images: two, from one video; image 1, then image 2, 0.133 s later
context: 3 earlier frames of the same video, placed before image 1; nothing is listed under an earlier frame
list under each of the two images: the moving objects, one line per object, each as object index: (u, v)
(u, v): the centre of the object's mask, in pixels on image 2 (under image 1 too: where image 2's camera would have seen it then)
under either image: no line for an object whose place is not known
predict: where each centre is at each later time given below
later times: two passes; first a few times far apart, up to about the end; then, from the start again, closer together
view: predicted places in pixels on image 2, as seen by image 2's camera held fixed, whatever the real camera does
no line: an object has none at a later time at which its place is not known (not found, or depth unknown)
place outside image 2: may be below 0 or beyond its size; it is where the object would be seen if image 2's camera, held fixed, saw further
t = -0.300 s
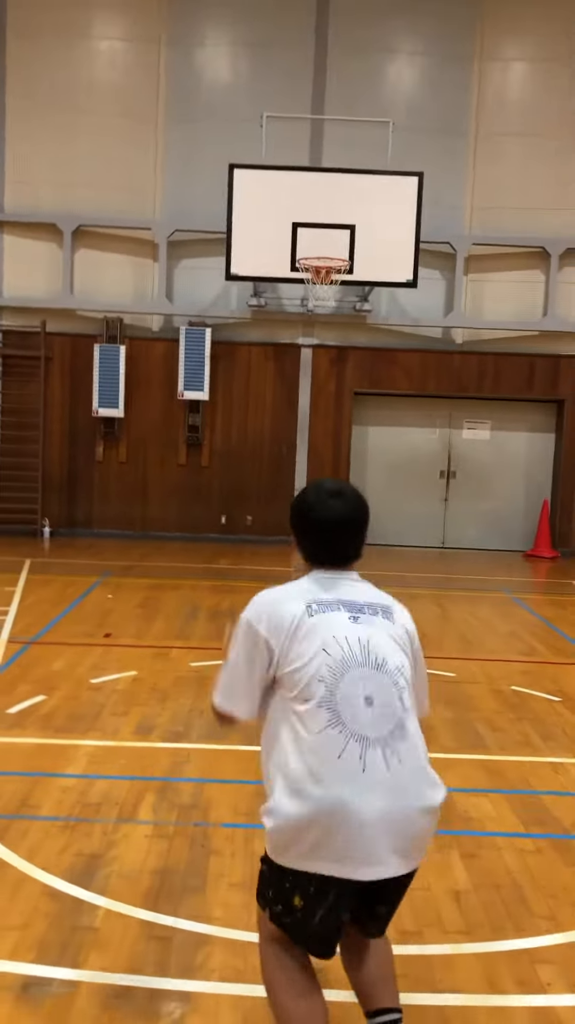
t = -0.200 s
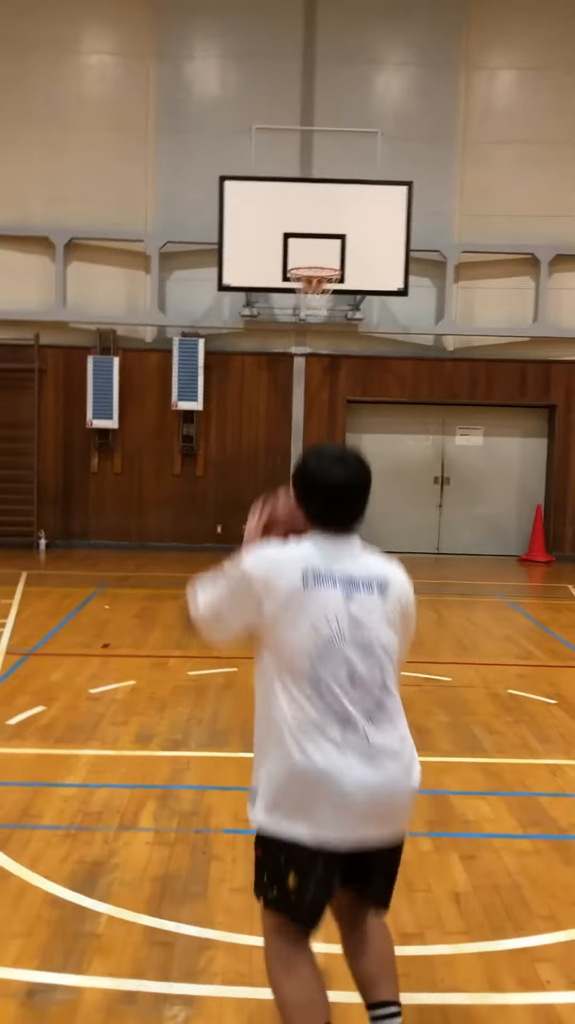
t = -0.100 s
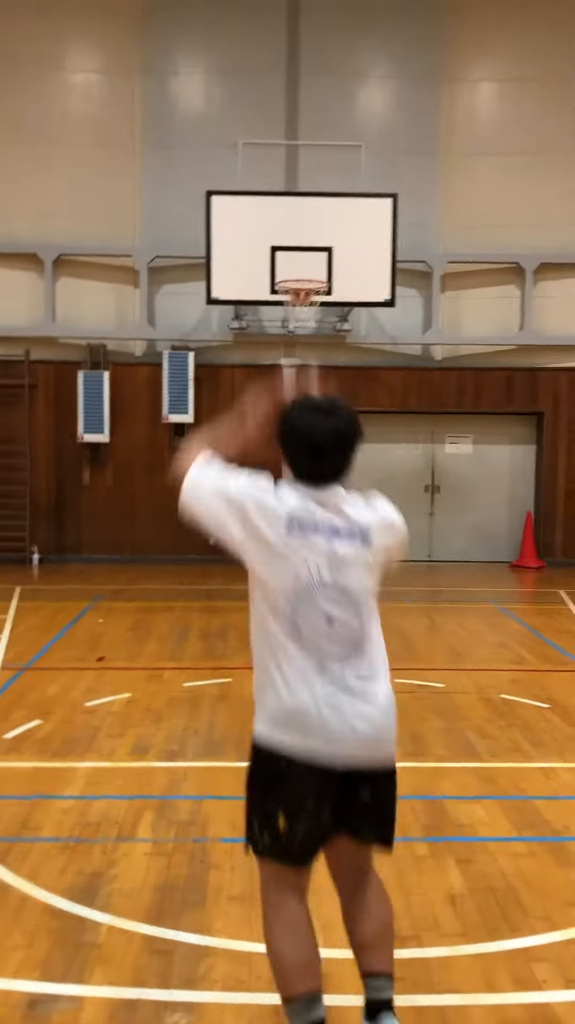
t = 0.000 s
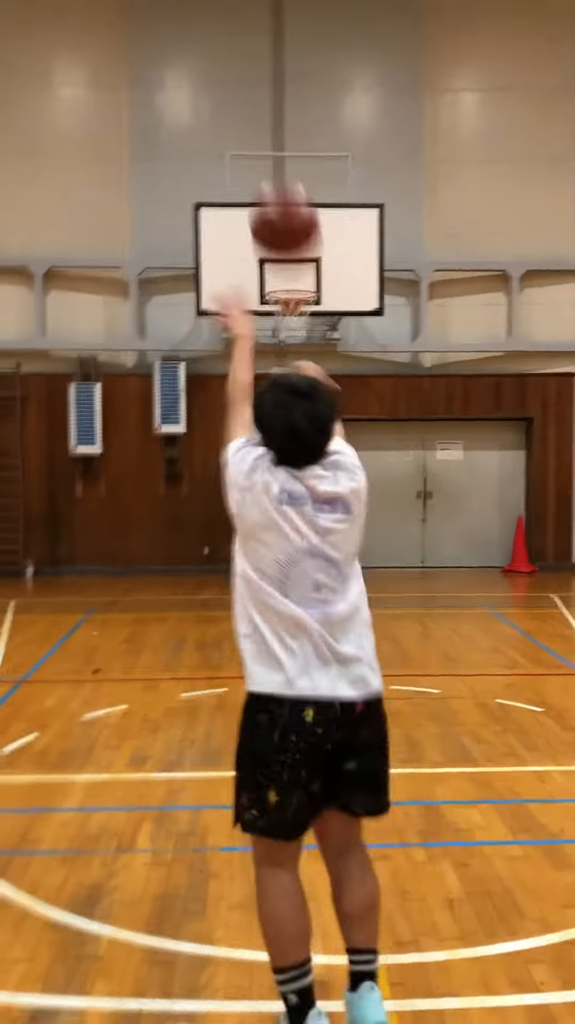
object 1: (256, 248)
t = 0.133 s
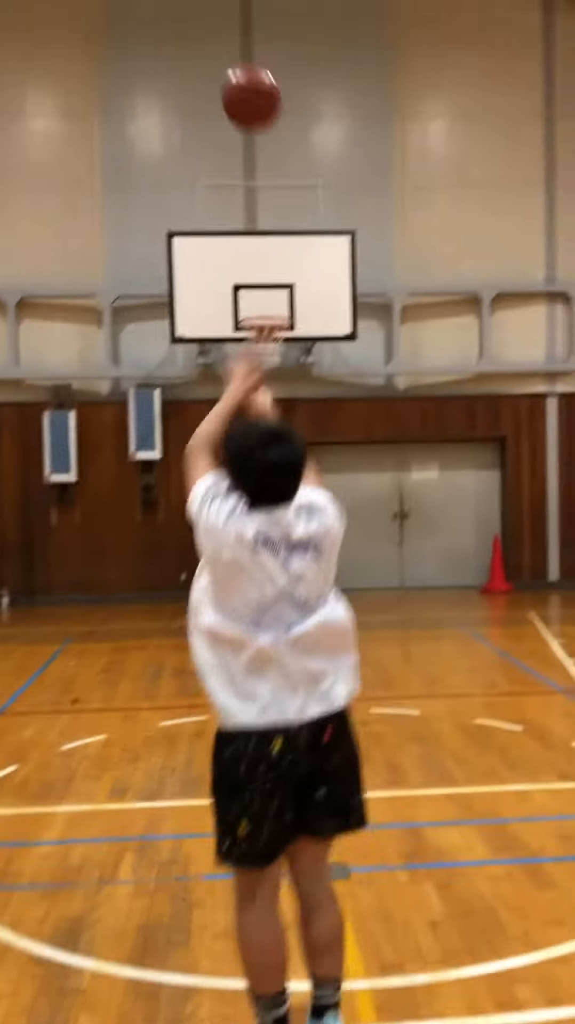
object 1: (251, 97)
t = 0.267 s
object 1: (246, 20)
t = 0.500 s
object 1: (245, -1)
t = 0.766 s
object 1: (248, 75)
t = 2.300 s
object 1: (376, 443)
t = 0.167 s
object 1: (250, 73)
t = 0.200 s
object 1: (248, 52)
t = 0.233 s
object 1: (248, 30)
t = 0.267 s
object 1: (246, 20)
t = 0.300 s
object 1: (246, 10)
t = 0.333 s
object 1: (245, 2)
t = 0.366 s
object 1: (245, -2)
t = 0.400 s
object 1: (244, -5)
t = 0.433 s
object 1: (245, -6)
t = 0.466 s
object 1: (244, -4)
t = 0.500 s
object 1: (245, -1)
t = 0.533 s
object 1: (245, 3)
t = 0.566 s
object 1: (245, 10)
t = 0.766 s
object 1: (248, 75)
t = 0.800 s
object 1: (248, 89)
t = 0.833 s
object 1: (249, 104)
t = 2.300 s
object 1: (376, 443)
